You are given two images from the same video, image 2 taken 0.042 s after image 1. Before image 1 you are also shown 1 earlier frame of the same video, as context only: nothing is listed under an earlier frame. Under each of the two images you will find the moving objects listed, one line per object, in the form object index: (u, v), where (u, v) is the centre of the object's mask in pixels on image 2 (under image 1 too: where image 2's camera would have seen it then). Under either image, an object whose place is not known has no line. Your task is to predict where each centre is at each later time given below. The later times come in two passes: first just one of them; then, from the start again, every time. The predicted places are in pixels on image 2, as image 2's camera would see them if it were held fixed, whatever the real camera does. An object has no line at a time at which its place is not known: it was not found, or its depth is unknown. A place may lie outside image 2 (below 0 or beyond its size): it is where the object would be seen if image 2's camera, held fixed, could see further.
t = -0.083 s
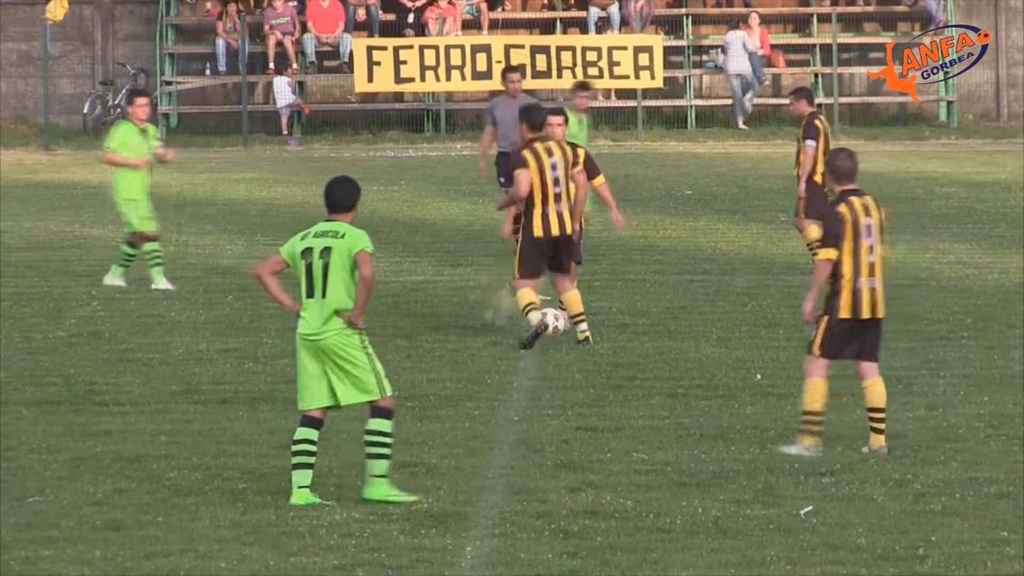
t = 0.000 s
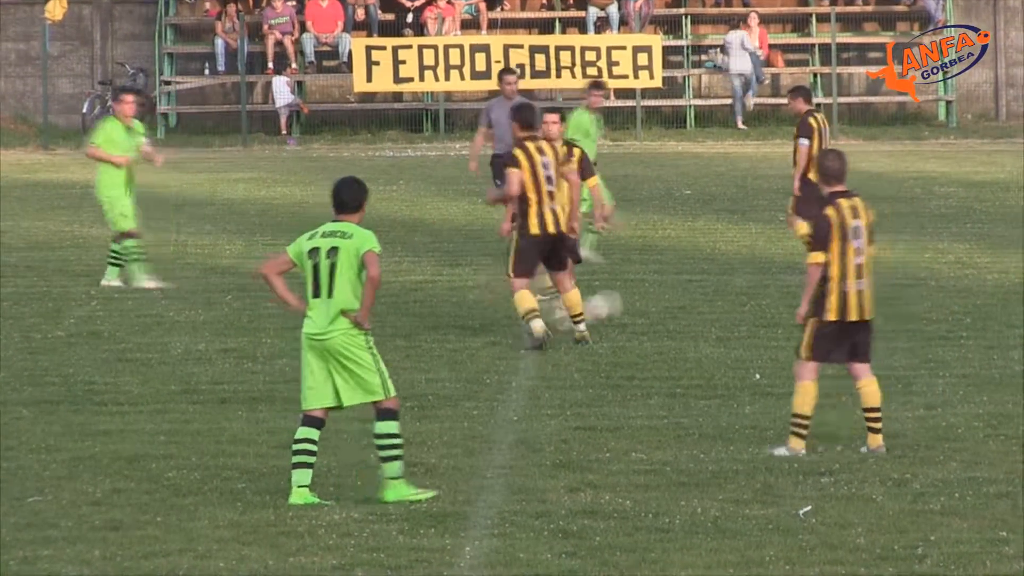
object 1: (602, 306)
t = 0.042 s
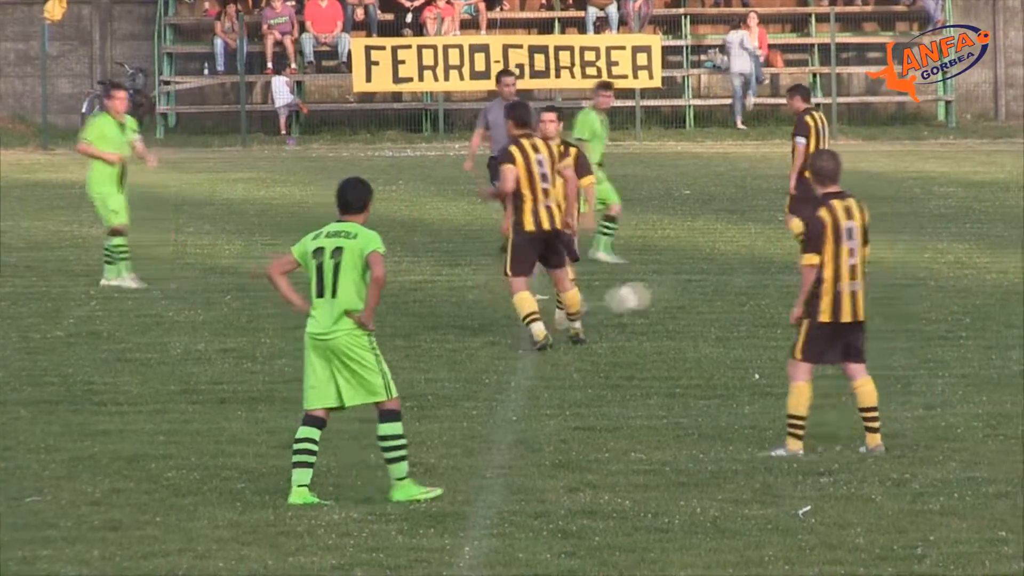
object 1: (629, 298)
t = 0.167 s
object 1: (726, 278)
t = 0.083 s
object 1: (665, 289)
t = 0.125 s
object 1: (697, 282)
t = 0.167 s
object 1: (726, 278)
